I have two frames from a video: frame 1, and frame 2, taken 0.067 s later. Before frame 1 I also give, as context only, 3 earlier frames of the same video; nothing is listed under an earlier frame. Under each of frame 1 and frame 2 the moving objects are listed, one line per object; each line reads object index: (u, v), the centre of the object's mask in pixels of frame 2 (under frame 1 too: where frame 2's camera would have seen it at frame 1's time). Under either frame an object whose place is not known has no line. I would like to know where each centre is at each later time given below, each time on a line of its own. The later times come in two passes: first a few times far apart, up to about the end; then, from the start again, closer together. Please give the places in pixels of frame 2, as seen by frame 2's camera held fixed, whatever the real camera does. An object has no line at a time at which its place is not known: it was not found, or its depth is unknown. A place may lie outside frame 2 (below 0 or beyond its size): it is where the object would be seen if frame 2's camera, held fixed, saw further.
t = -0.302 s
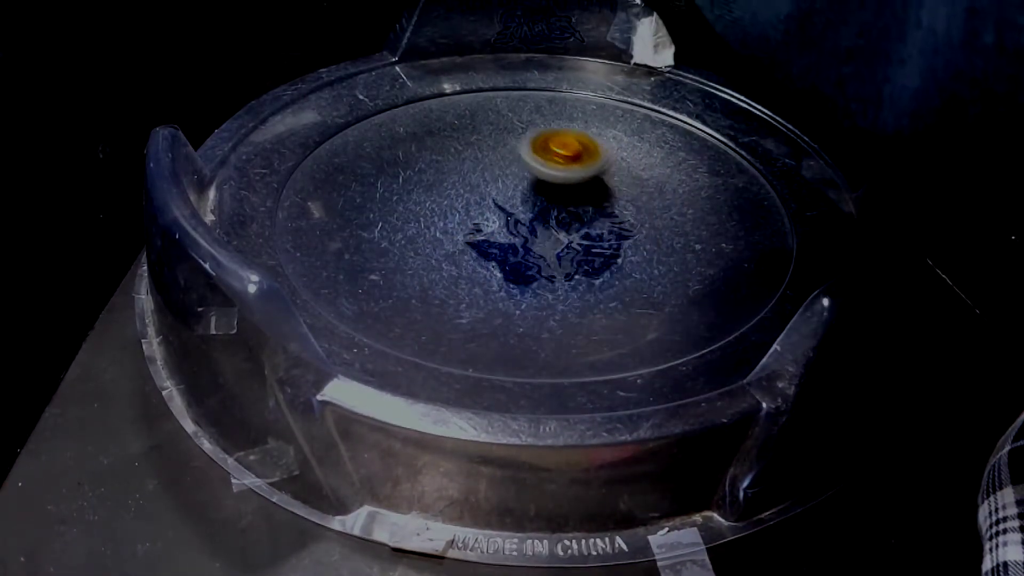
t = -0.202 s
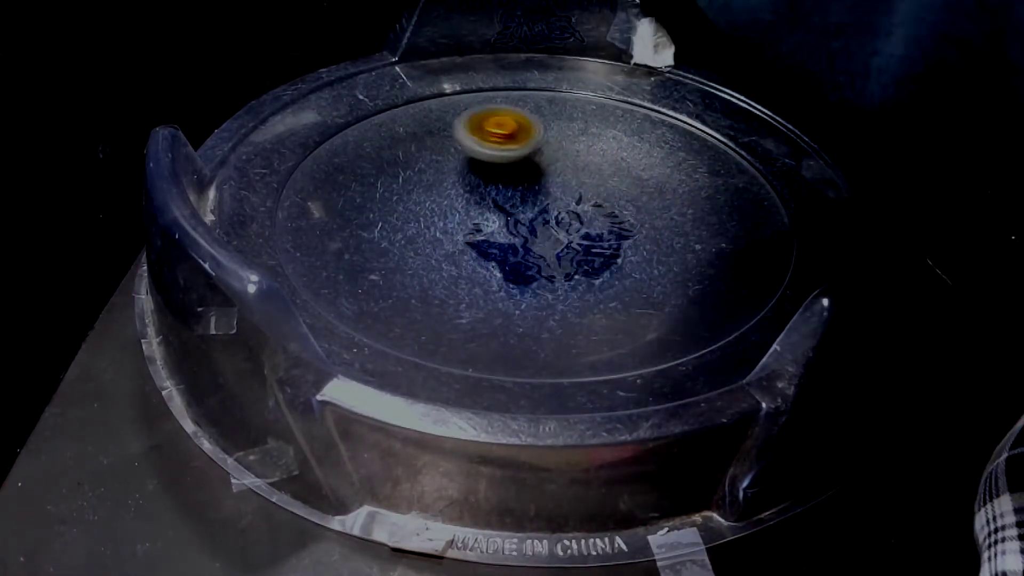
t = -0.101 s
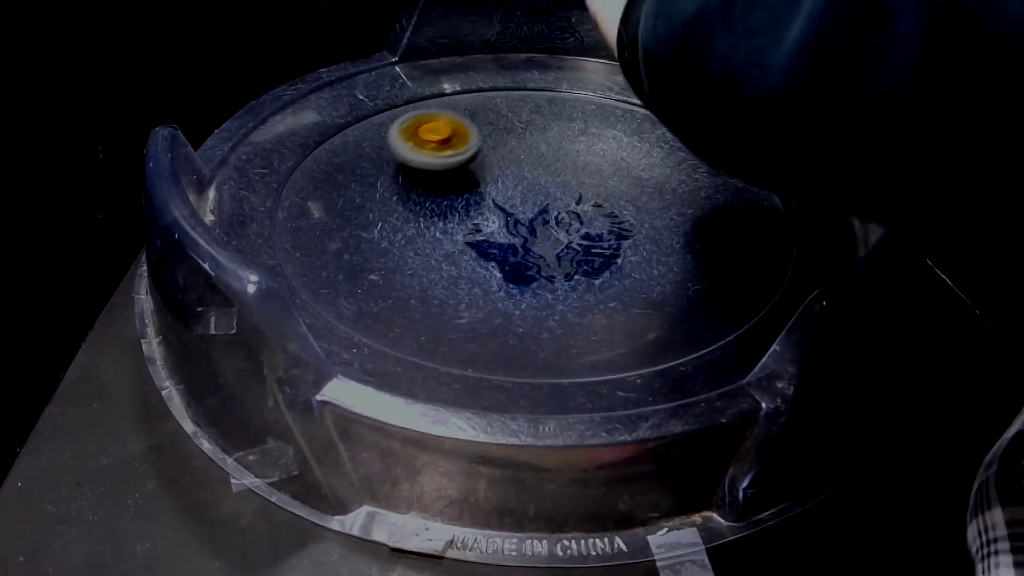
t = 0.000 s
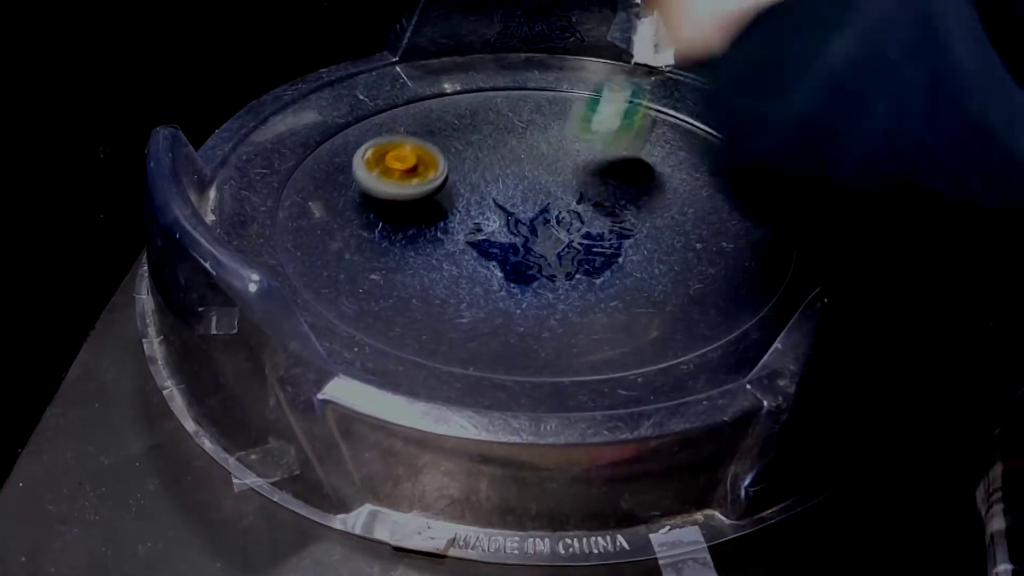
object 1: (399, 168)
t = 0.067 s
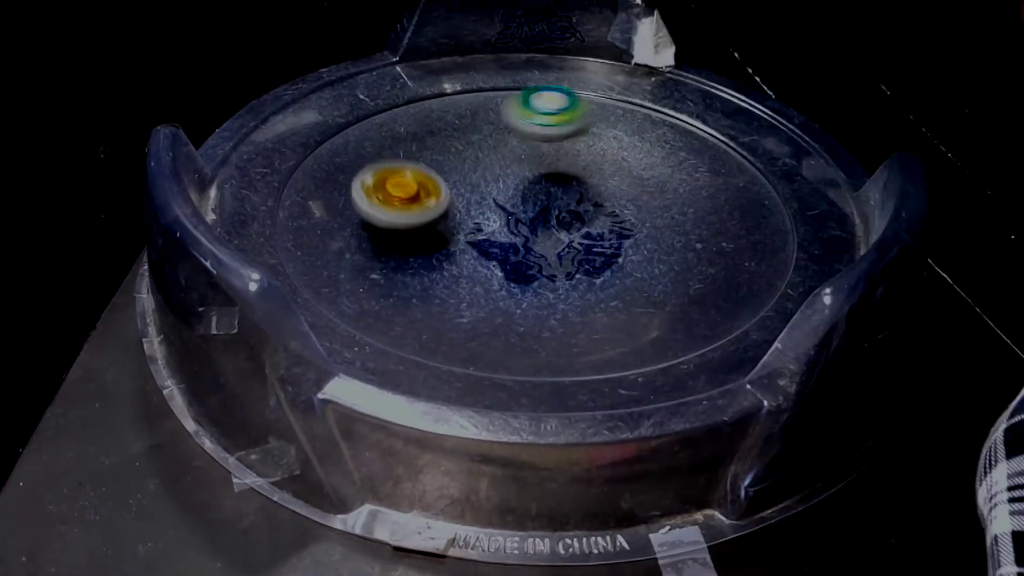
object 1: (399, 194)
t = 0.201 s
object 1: (462, 242)
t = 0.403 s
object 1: (598, 227)
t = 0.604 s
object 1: (588, 157)
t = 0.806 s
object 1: (478, 147)
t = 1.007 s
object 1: (468, 210)
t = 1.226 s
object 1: (591, 229)
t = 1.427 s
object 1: (615, 180)
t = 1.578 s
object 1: (563, 160)
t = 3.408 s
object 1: (552, 193)
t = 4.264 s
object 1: (544, 186)
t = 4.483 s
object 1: (478, 171)
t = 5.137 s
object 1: (561, 185)
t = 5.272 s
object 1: (535, 170)
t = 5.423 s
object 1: (501, 176)
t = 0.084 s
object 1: (403, 202)
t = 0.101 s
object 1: (408, 209)
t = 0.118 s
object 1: (414, 216)
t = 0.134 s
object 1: (422, 222)
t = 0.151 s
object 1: (430, 228)
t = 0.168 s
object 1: (440, 233)
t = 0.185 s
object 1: (451, 238)
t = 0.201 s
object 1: (462, 242)
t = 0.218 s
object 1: (474, 245)
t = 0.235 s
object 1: (486, 248)
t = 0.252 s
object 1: (501, 250)
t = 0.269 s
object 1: (514, 251)
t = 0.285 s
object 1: (527, 250)
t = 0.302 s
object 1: (540, 249)
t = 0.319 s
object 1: (551, 247)
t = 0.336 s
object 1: (563, 243)
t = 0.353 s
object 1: (573, 241)
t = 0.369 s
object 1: (582, 237)
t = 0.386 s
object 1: (591, 232)
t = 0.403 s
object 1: (598, 227)
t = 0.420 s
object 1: (603, 221)
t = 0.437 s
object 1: (607, 216)
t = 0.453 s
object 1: (611, 209)
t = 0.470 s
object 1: (613, 203)
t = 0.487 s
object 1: (614, 197)
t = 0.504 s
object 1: (614, 191)
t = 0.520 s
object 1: (612, 185)
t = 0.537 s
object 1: (609, 179)
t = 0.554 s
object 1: (605, 173)
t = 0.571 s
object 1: (600, 166)
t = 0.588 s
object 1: (595, 160)
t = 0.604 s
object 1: (588, 157)
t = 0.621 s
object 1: (581, 152)
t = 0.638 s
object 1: (573, 146)
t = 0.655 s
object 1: (564, 143)
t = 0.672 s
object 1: (554, 140)
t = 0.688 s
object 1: (544, 139)
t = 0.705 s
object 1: (535, 138)
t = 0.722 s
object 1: (524, 137)
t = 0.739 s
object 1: (515, 137)
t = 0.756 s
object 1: (505, 139)
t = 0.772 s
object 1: (495, 141)
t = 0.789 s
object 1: (487, 143)
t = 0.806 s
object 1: (478, 147)
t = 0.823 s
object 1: (471, 152)
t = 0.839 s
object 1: (466, 155)
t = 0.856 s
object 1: (461, 160)
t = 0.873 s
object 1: (457, 166)
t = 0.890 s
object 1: (454, 171)
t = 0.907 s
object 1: (453, 177)
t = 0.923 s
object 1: (453, 183)
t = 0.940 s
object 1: (454, 188)
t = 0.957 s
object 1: (455, 194)
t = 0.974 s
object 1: (458, 202)
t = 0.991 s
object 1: (463, 205)
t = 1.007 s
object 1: (468, 210)
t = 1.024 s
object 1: (475, 215)
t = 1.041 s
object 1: (482, 220)
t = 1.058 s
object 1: (490, 223)
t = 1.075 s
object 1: (498, 227)
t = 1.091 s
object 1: (507, 230)
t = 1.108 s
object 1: (518, 232)
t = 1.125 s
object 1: (528, 235)
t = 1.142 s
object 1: (539, 236)
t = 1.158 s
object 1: (550, 236)
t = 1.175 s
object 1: (562, 235)
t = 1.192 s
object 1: (572, 234)
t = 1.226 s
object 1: (591, 229)
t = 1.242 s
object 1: (599, 225)
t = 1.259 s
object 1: (606, 222)
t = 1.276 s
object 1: (612, 218)
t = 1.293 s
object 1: (617, 213)
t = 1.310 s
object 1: (621, 208)
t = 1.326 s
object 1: (624, 204)
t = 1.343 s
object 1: (625, 198)
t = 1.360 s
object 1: (624, 194)
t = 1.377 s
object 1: (623, 191)
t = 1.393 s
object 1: (620, 187)
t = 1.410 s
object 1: (618, 183)
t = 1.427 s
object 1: (615, 180)
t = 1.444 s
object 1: (612, 176)
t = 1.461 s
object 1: (607, 174)
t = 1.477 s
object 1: (602, 170)
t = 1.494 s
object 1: (596, 168)
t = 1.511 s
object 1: (590, 166)
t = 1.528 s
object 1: (584, 163)
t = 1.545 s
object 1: (578, 161)
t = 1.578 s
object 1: (563, 160)
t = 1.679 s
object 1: (519, 166)
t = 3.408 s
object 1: (552, 193)
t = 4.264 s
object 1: (544, 186)
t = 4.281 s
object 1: (540, 184)
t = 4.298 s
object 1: (536, 181)
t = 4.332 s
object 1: (527, 175)
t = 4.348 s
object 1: (521, 174)
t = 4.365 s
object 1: (516, 173)
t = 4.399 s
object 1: (505, 170)
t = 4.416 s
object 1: (500, 169)
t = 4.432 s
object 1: (495, 169)
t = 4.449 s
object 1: (489, 169)
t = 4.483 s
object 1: (478, 171)
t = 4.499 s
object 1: (473, 172)
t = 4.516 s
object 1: (468, 174)
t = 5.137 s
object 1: (561, 185)
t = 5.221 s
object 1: (547, 173)
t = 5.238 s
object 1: (544, 172)
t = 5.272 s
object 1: (535, 170)
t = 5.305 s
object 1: (527, 168)
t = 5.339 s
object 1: (517, 169)
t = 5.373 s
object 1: (510, 171)
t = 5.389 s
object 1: (507, 172)
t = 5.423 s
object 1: (501, 176)
